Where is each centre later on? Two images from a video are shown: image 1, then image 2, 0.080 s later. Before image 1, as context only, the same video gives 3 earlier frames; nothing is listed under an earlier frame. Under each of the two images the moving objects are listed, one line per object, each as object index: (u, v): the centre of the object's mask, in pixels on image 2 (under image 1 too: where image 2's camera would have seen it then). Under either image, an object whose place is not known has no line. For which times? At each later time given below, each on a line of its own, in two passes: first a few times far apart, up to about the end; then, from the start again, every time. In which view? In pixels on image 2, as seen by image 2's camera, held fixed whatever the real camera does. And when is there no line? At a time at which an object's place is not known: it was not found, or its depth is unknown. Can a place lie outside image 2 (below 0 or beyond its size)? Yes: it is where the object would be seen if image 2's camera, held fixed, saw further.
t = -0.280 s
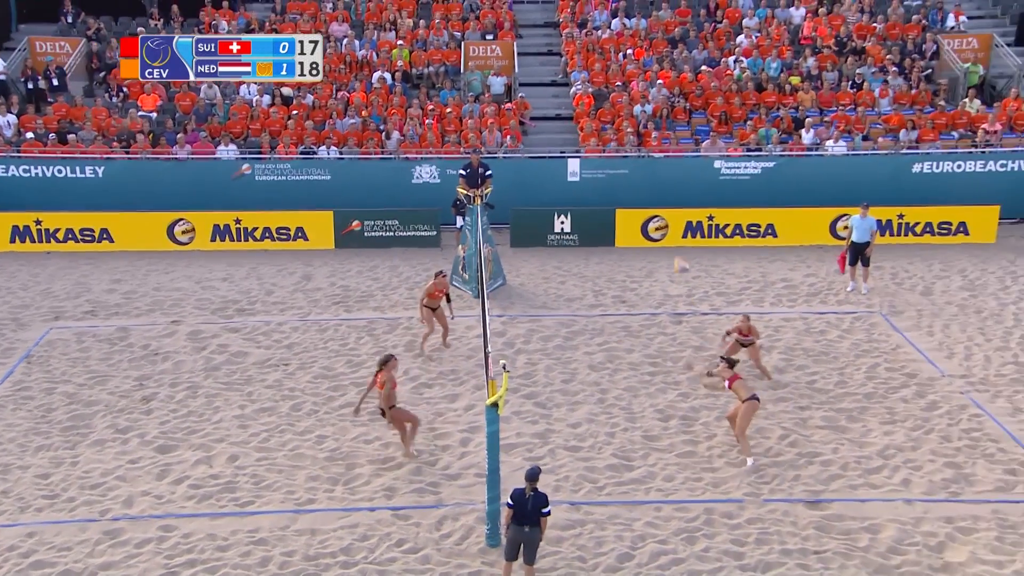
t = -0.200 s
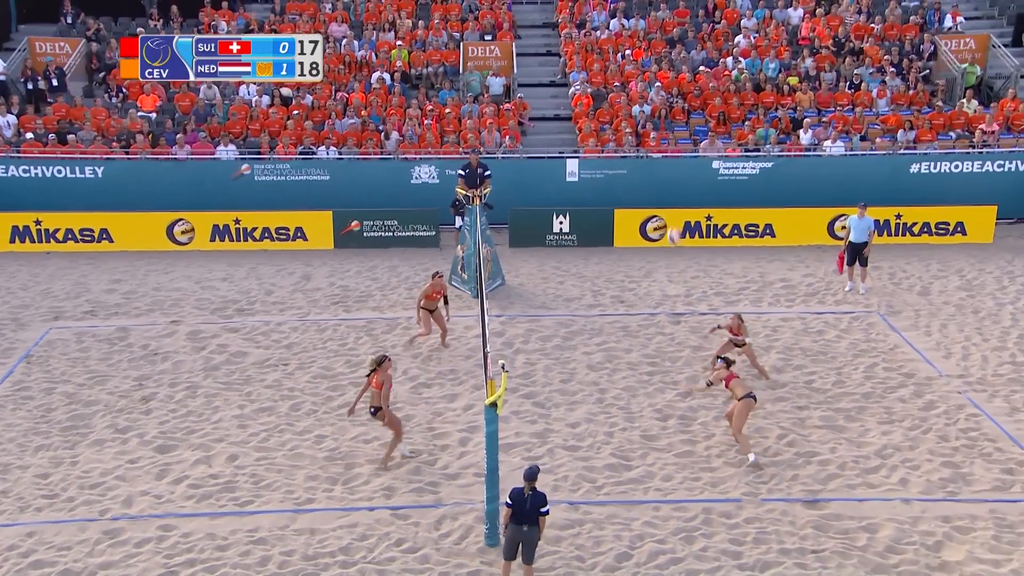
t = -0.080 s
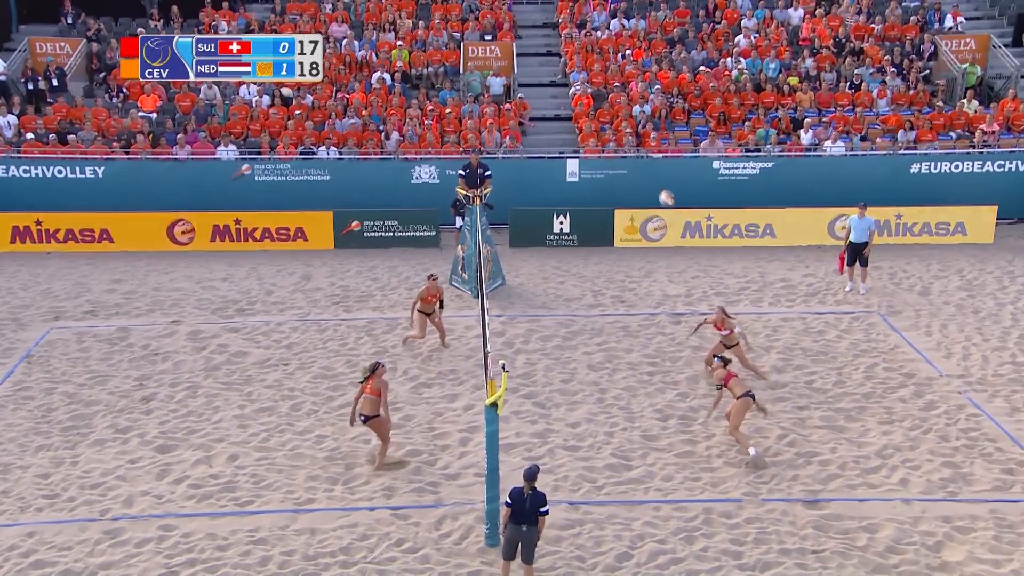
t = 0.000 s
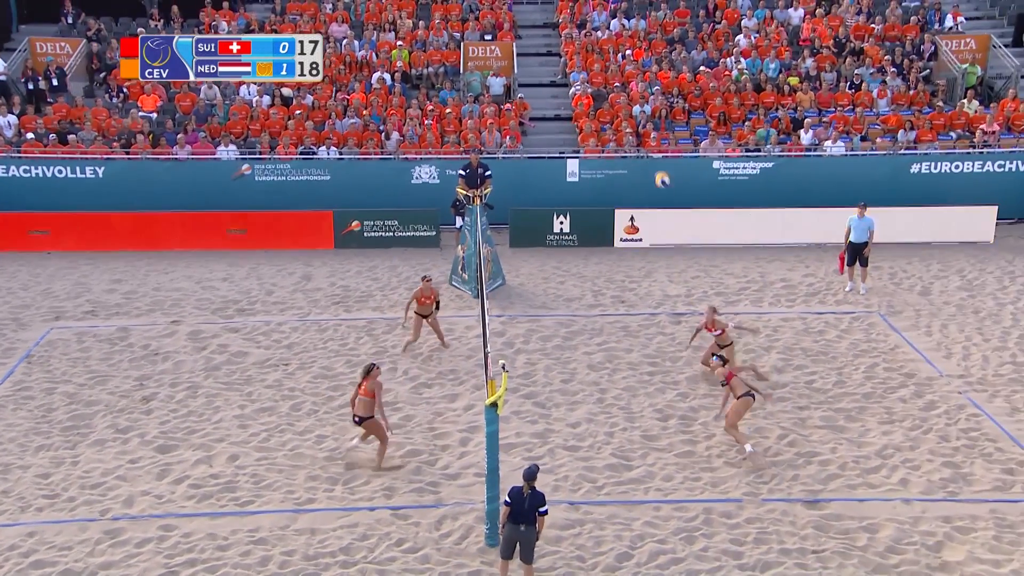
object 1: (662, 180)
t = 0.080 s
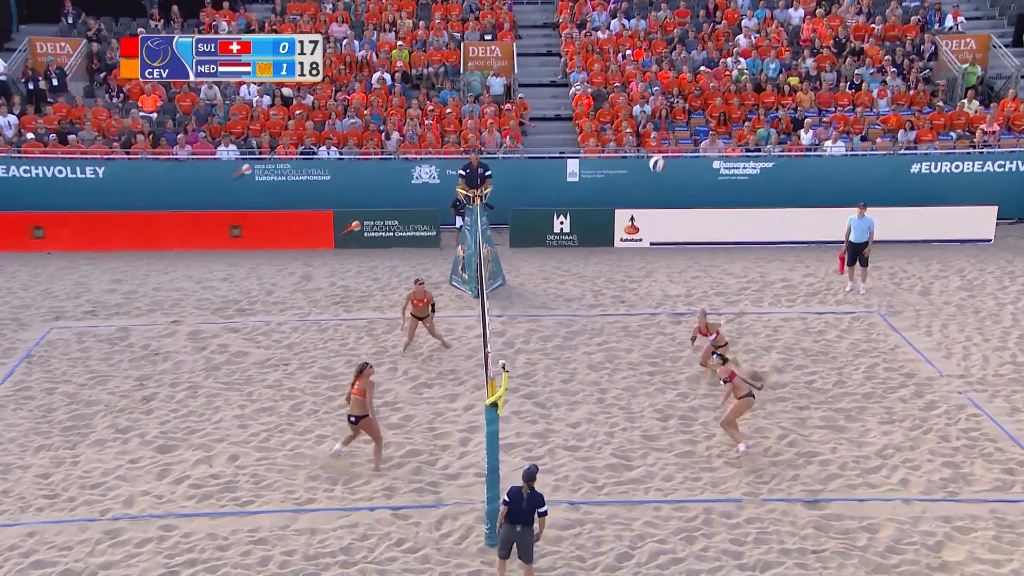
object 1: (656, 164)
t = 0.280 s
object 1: (643, 145)
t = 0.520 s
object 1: (625, 159)
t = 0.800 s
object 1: (602, 227)
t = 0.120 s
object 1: (654, 158)
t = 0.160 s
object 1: (651, 153)
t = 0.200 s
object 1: (647, 149)
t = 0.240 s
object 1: (645, 147)
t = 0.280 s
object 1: (643, 145)
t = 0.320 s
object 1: (640, 144)
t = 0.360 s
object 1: (637, 145)
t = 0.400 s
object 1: (634, 146)
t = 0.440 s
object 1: (631, 149)
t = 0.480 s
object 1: (628, 153)
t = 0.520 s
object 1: (625, 159)
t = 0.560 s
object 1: (621, 164)
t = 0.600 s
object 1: (618, 172)
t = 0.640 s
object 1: (615, 181)
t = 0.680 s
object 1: (612, 190)
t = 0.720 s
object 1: (609, 201)
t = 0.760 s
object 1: (605, 213)
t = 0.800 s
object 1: (602, 227)
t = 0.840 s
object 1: (599, 239)
